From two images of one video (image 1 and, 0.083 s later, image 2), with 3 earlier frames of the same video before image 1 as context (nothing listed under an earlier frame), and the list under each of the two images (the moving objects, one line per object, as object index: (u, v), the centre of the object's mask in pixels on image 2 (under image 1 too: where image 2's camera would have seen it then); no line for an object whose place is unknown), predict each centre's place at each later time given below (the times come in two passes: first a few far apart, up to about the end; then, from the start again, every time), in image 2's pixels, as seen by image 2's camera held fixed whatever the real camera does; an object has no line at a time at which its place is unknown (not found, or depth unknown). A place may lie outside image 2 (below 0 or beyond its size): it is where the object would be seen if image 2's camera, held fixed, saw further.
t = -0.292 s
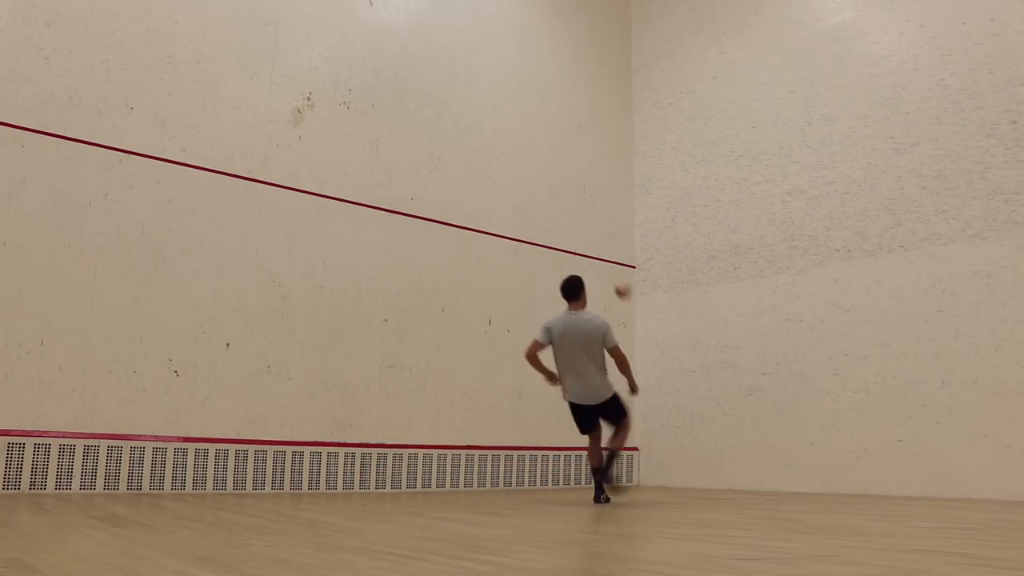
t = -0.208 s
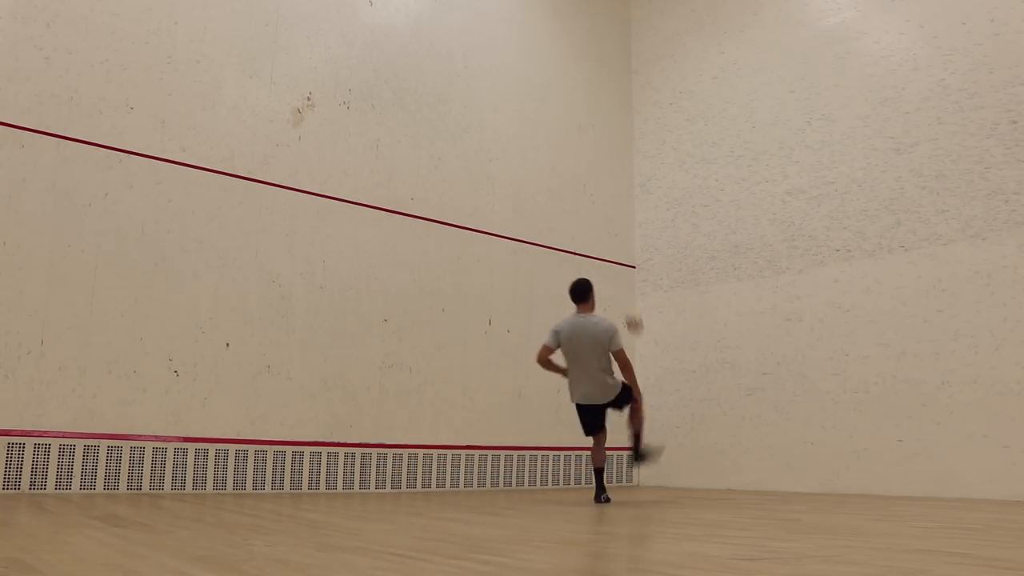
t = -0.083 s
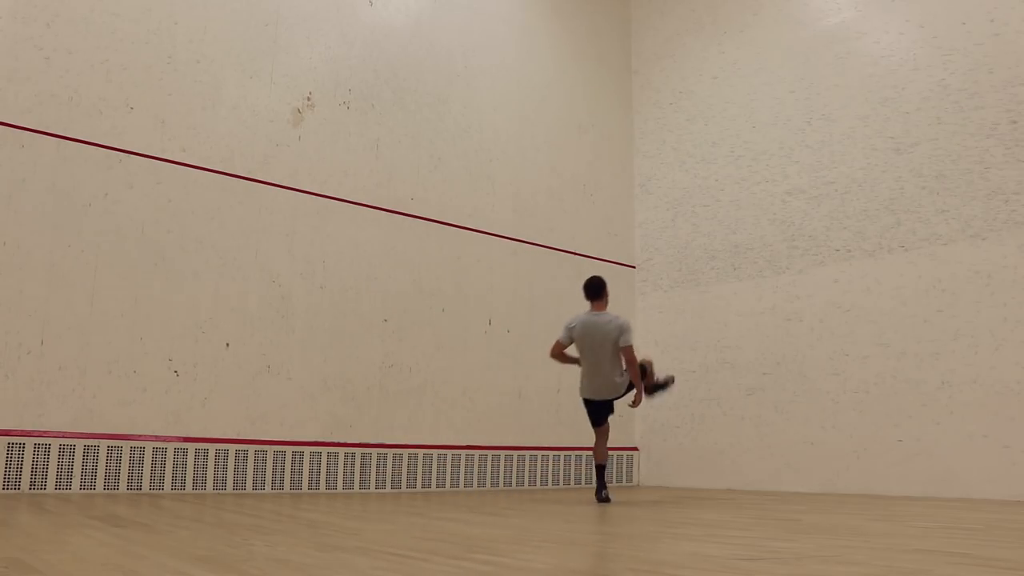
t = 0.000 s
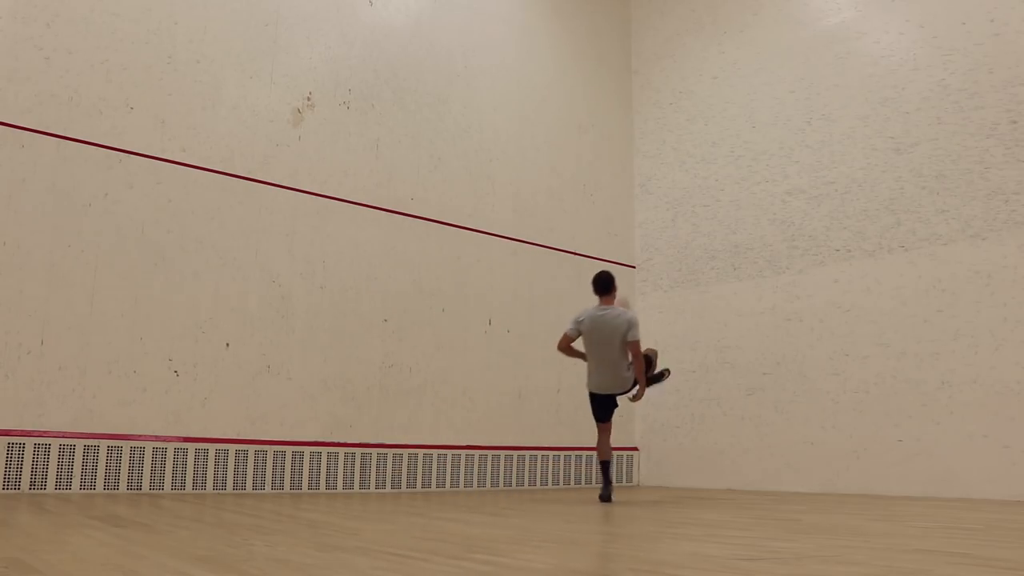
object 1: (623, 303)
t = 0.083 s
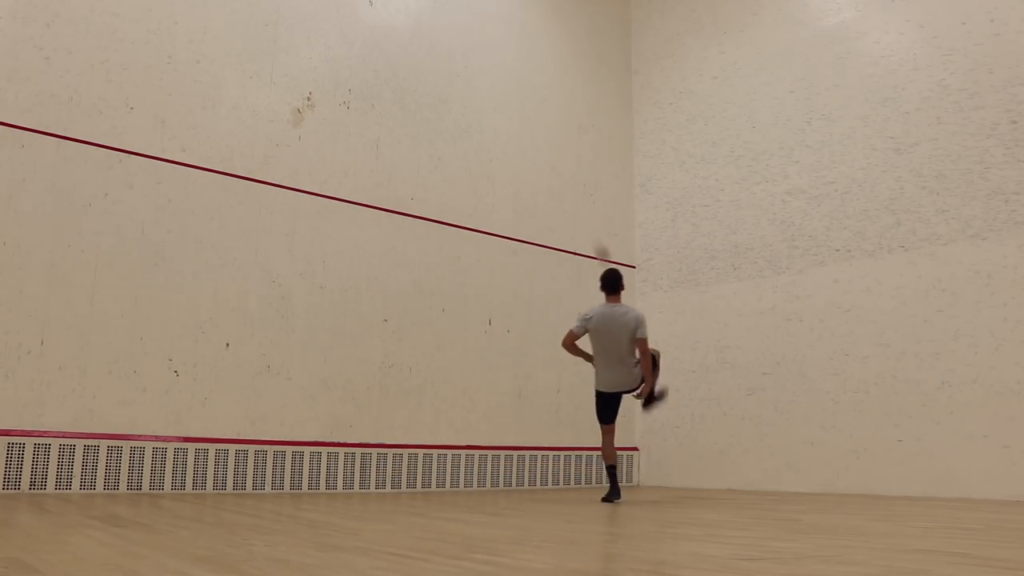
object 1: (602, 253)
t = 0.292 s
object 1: (555, 167)
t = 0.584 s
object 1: (586, 108)
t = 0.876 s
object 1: (650, 115)
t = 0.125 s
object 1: (593, 233)
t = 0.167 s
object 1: (583, 212)
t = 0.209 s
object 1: (573, 196)
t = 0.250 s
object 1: (564, 181)
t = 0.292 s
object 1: (555, 167)
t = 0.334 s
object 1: (546, 157)
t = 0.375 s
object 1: (545, 148)
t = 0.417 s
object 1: (552, 137)
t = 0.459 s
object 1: (561, 128)
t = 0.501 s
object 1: (569, 119)
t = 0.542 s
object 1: (577, 112)
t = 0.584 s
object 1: (586, 108)
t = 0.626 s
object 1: (594, 105)
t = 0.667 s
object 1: (603, 102)
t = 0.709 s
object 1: (612, 101)
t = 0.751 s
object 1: (621, 102)
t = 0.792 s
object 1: (630, 105)
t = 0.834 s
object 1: (640, 110)
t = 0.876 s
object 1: (650, 115)
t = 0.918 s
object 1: (660, 124)
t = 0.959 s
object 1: (671, 134)
